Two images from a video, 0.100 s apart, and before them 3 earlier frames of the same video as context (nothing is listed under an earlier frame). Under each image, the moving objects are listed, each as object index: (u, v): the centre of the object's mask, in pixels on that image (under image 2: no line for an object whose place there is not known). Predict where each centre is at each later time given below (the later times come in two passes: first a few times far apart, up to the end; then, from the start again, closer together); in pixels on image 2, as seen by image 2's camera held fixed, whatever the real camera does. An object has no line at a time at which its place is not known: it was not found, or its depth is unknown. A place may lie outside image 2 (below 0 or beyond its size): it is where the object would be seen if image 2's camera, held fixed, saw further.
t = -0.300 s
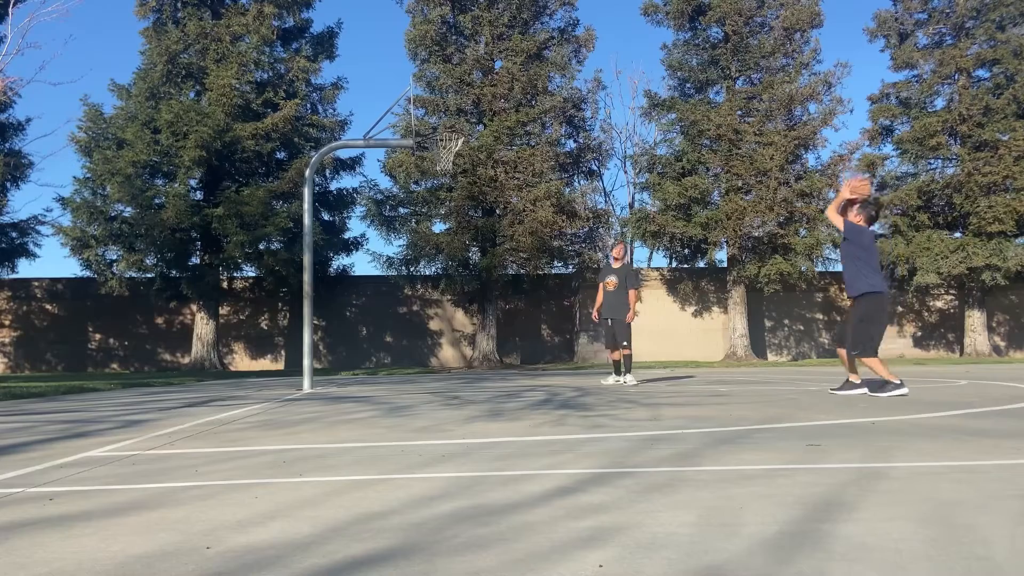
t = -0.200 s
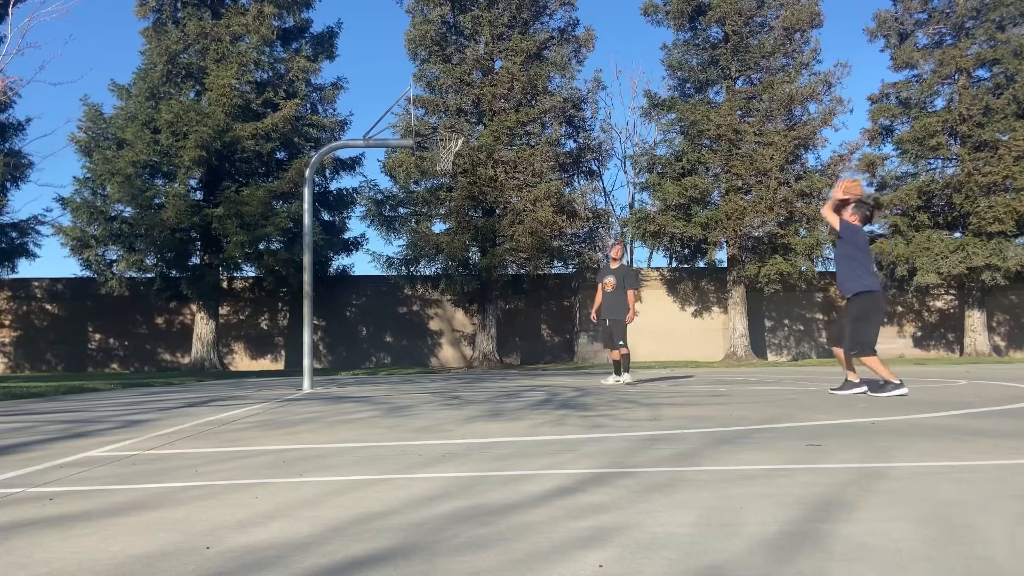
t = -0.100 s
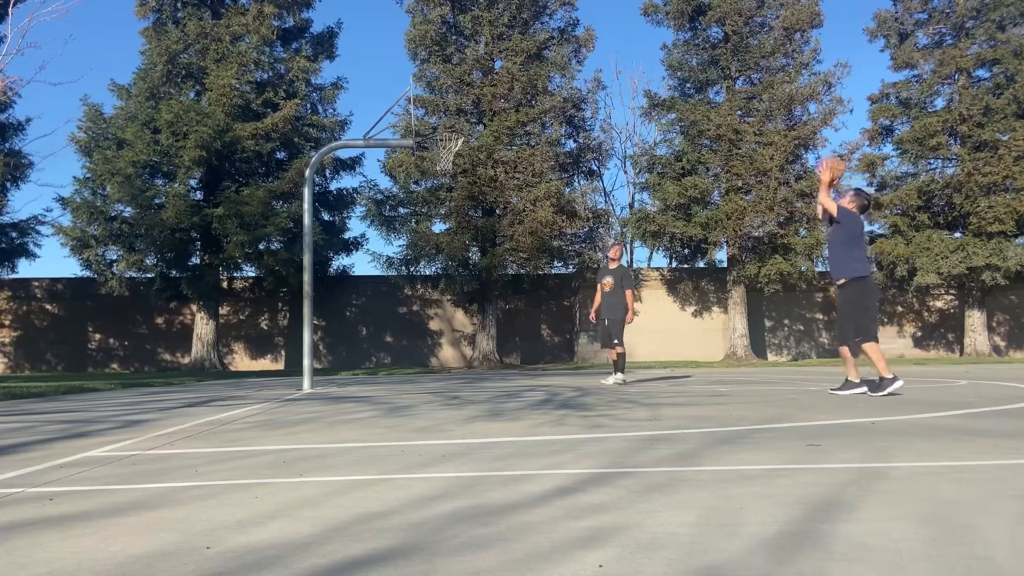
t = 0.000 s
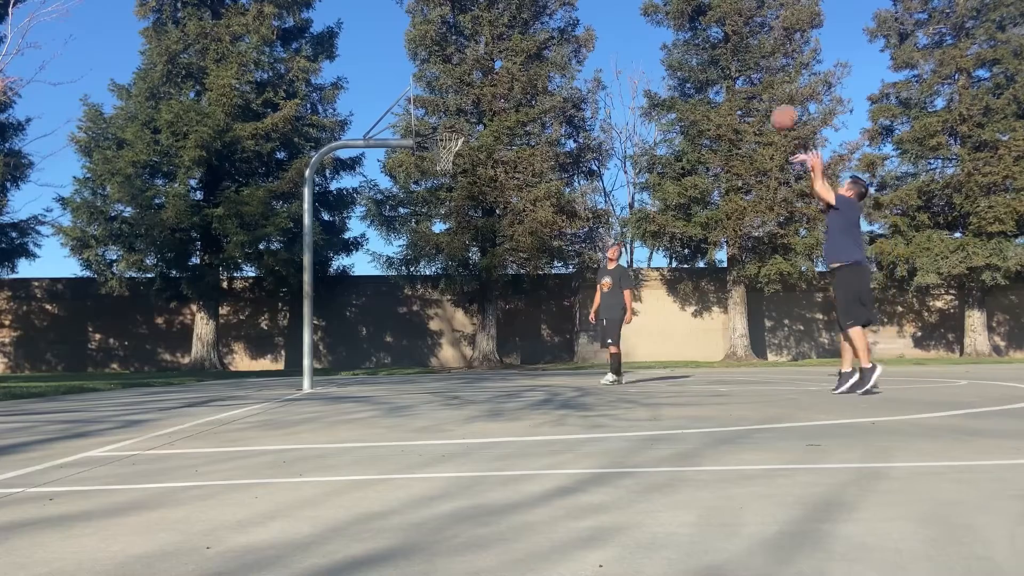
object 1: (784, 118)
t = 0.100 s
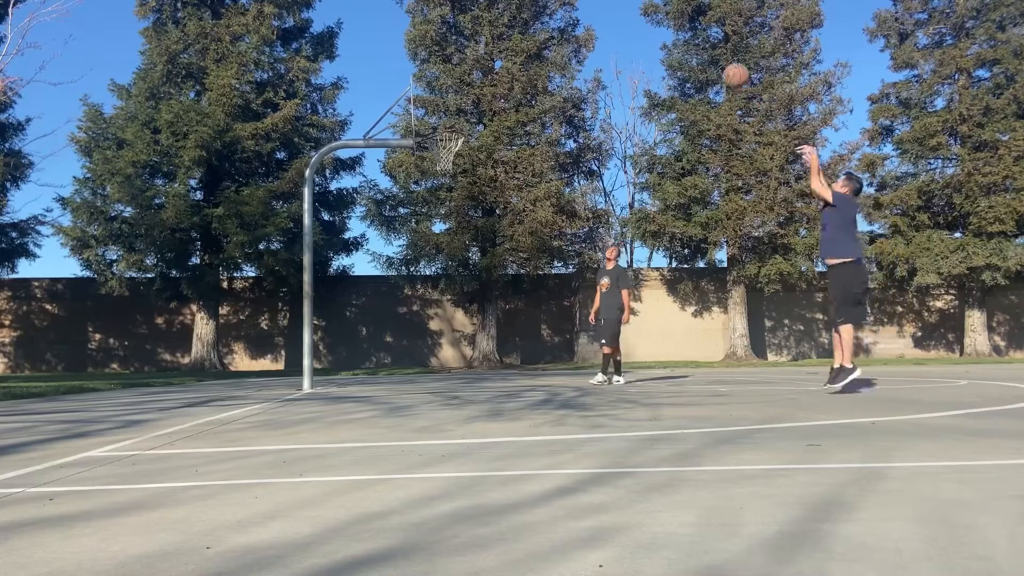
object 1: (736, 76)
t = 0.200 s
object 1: (690, 47)
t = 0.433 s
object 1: (599, 22)
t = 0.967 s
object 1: (441, 132)
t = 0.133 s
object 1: (720, 65)
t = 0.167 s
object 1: (704, 55)
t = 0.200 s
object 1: (690, 47)
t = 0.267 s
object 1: (662, 35)
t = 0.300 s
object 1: (649, 30)
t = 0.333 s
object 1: (636, 27)
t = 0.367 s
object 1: (623, 25)
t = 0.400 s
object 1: (611, 23)
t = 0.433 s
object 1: (599, 22)
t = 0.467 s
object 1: (587, 23)
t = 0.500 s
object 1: (575, 25)
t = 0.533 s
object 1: (565, 27)
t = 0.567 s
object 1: (553, 31)
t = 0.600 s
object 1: (542, 35)
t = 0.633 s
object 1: (532, 40)
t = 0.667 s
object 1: (521, 46)
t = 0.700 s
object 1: (511, 53)
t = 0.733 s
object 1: (502, 60)
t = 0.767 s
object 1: (493, 69)
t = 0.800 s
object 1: (482, 77)
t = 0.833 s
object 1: (474, 86)
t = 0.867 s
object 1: (465, 98)
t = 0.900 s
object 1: (456, 111)
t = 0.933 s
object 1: (447, 122)
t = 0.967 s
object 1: (441, 132)
